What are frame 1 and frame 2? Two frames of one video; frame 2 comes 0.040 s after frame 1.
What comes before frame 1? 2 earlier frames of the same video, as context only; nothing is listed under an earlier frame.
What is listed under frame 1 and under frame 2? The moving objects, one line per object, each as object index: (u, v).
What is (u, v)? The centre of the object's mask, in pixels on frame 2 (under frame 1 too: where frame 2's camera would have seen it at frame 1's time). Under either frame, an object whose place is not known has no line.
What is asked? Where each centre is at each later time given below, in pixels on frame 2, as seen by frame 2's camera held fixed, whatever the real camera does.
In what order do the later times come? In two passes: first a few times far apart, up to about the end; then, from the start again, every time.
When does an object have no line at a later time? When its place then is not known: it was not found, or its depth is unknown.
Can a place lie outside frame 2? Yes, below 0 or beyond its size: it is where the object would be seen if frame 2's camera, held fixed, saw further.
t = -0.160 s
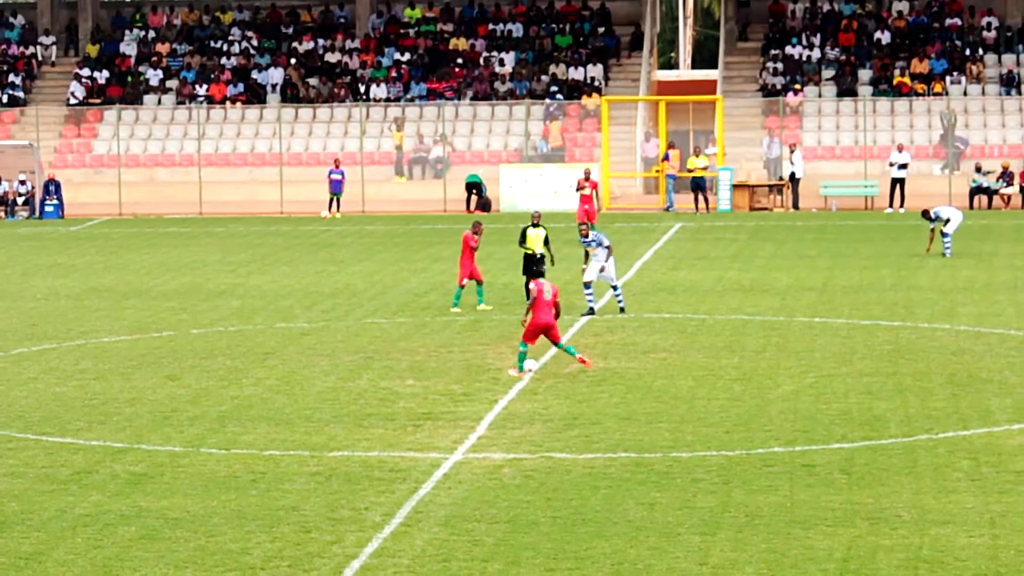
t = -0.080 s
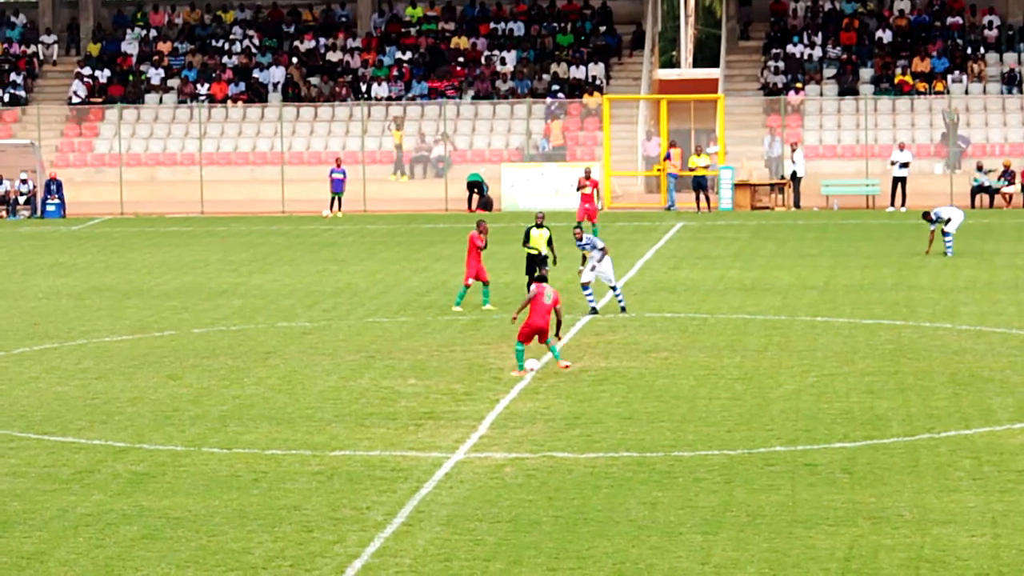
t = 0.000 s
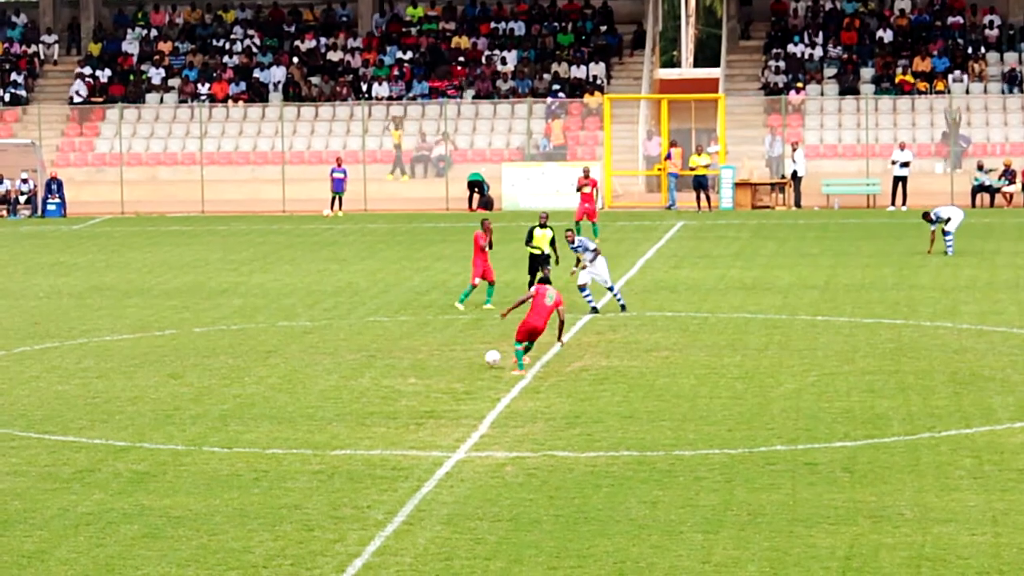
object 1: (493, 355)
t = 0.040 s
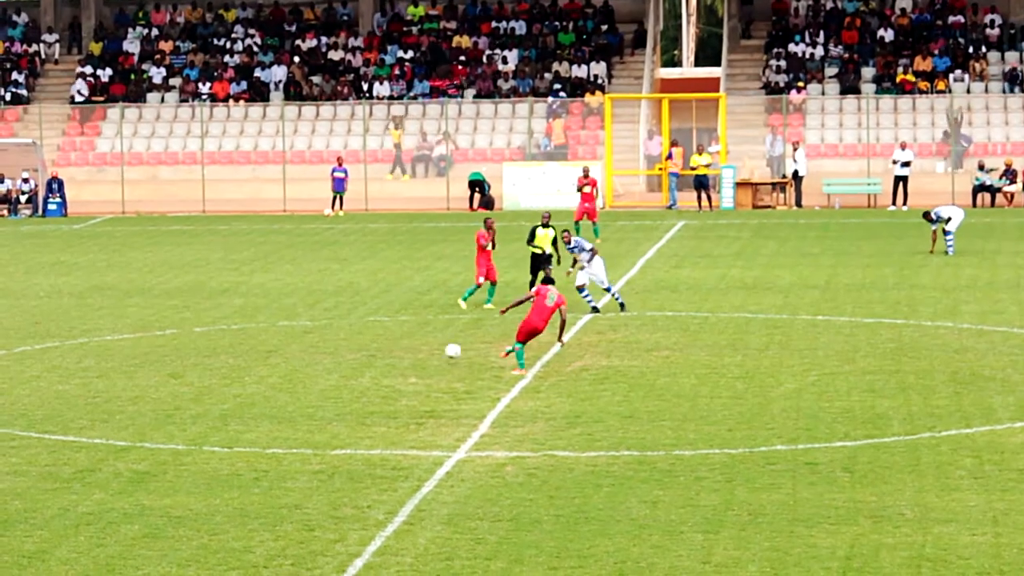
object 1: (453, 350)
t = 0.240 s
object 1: (262, 333)
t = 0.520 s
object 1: (30, 334)
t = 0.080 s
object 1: (413, 345)
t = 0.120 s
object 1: (375, 340)
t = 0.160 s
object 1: (337, 337)
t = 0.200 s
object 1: (299, 334)
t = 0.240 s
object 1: (262, 333)
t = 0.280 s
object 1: (226, 333)
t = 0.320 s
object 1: (191, 334)
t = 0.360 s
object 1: (156, 335)
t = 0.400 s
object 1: (120, 338)
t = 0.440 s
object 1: (86, 341)
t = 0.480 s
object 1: (58, 337)
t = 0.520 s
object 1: (30, 334)
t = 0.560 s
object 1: (2, 332)
